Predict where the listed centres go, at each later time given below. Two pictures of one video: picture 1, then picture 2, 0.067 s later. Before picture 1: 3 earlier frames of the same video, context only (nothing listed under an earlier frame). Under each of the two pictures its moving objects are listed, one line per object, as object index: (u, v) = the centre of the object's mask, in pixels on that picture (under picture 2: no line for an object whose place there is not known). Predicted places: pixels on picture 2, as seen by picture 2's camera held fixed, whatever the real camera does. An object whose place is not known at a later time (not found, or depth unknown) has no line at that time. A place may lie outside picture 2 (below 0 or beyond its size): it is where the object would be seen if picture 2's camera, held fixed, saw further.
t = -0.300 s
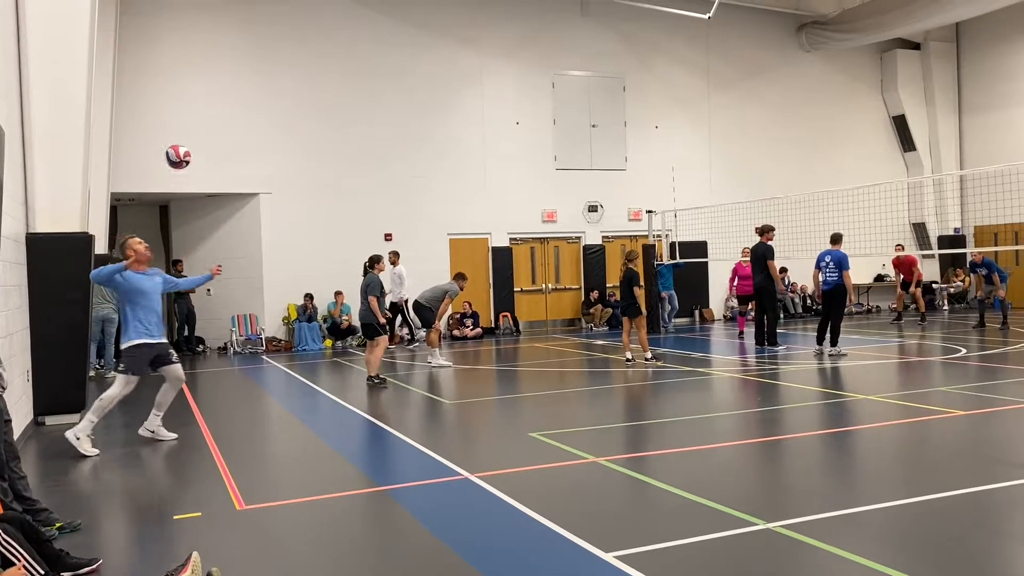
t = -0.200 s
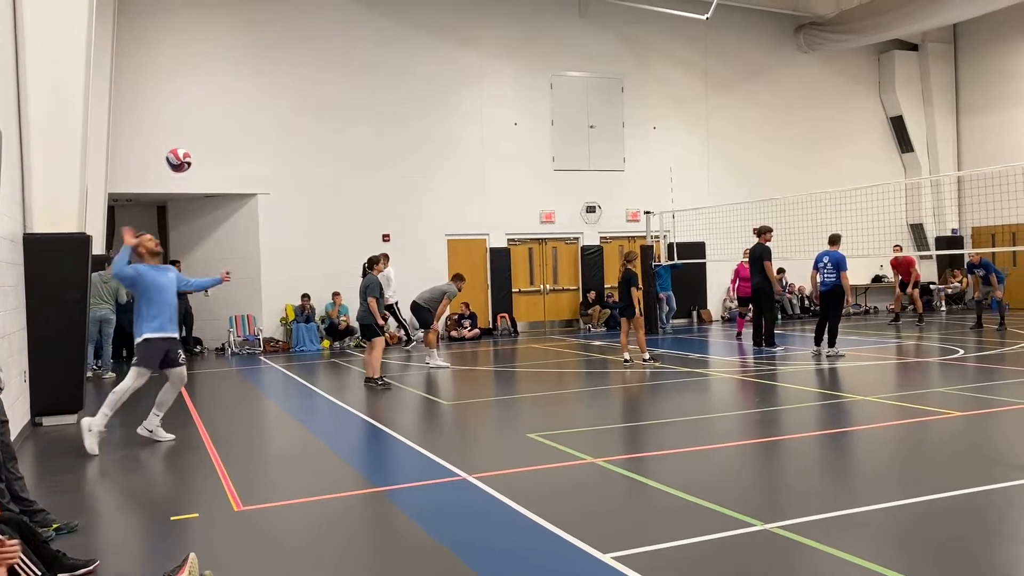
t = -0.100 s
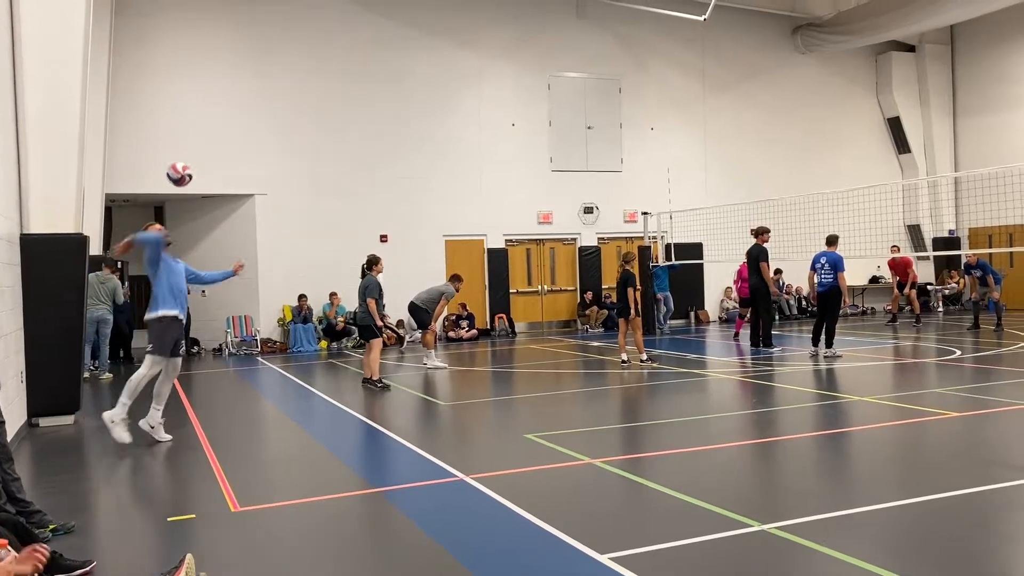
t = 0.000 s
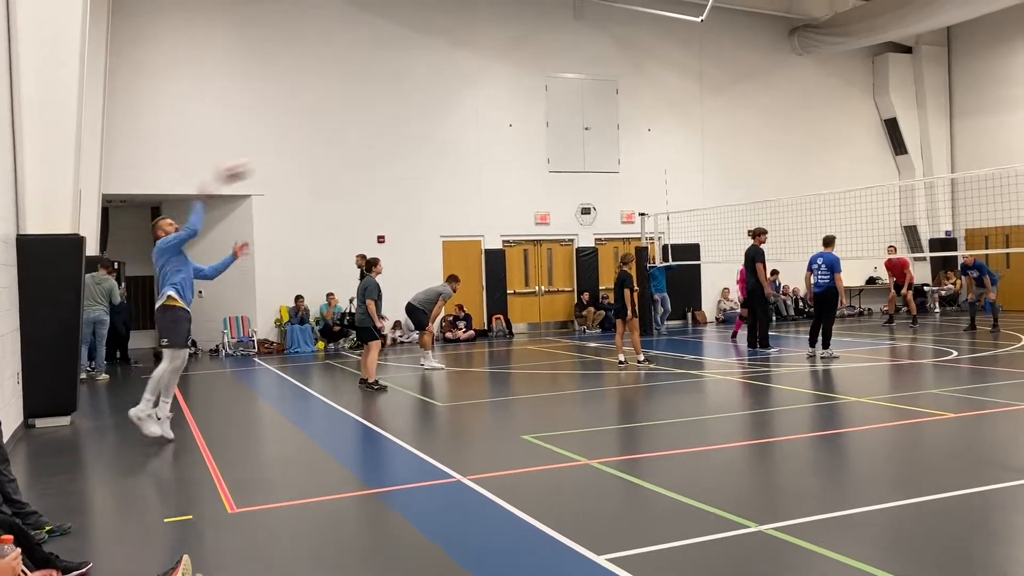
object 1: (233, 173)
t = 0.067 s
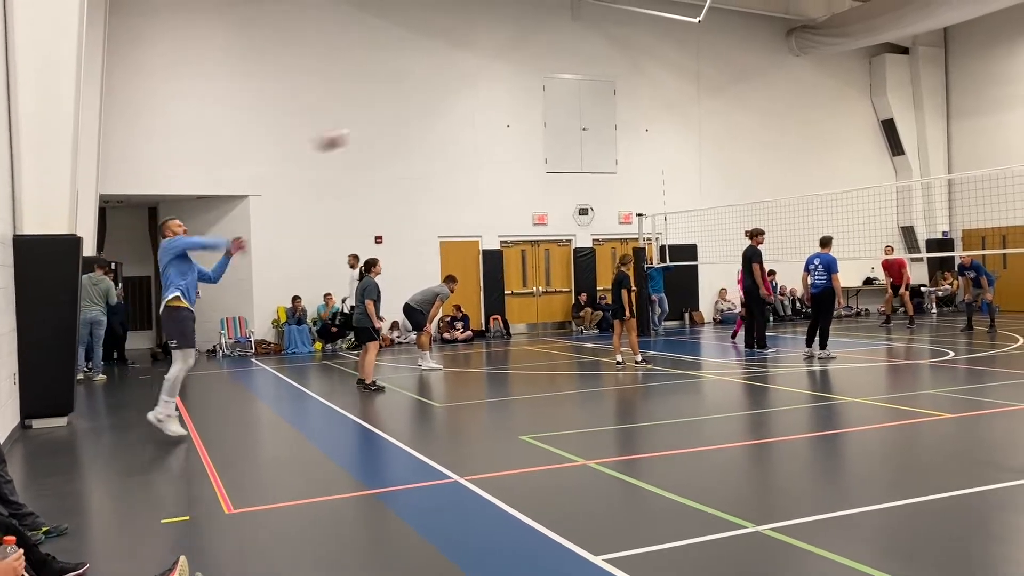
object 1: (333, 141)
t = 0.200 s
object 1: (499, 95)
